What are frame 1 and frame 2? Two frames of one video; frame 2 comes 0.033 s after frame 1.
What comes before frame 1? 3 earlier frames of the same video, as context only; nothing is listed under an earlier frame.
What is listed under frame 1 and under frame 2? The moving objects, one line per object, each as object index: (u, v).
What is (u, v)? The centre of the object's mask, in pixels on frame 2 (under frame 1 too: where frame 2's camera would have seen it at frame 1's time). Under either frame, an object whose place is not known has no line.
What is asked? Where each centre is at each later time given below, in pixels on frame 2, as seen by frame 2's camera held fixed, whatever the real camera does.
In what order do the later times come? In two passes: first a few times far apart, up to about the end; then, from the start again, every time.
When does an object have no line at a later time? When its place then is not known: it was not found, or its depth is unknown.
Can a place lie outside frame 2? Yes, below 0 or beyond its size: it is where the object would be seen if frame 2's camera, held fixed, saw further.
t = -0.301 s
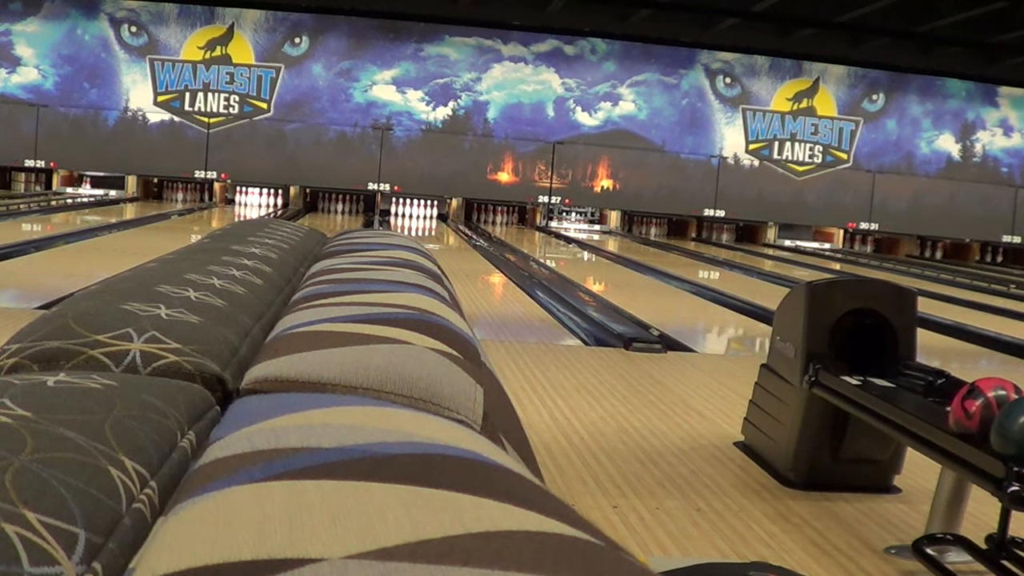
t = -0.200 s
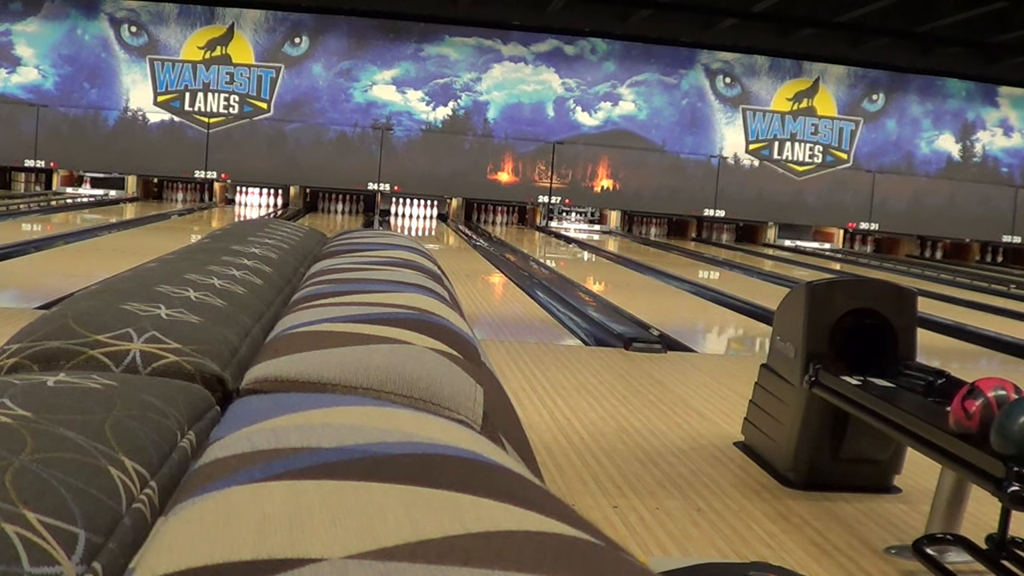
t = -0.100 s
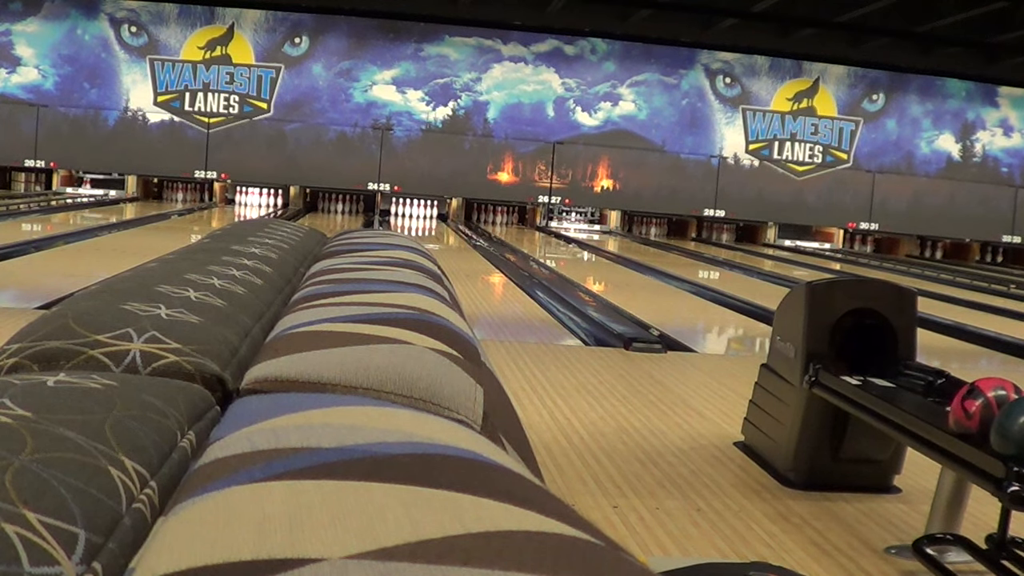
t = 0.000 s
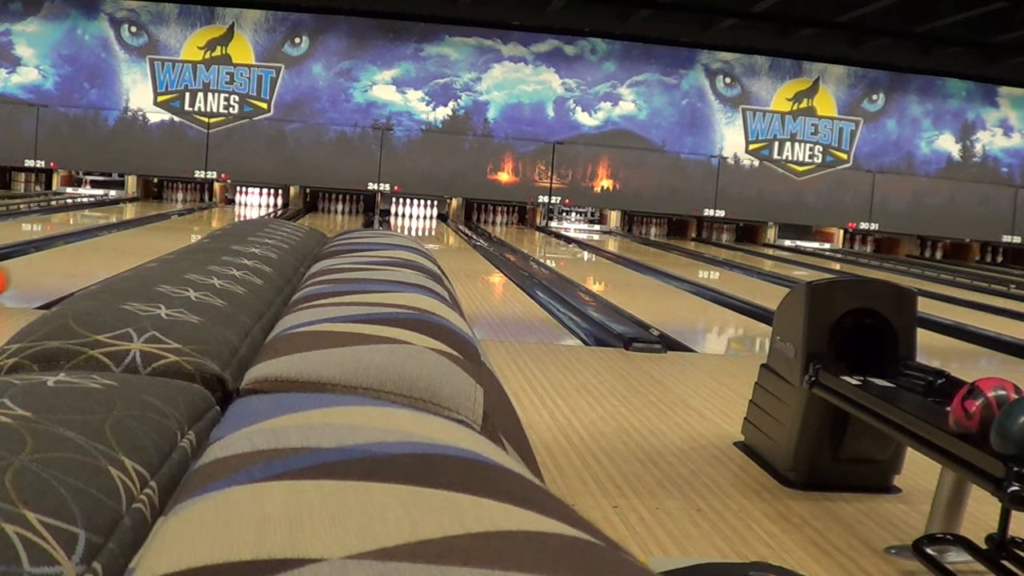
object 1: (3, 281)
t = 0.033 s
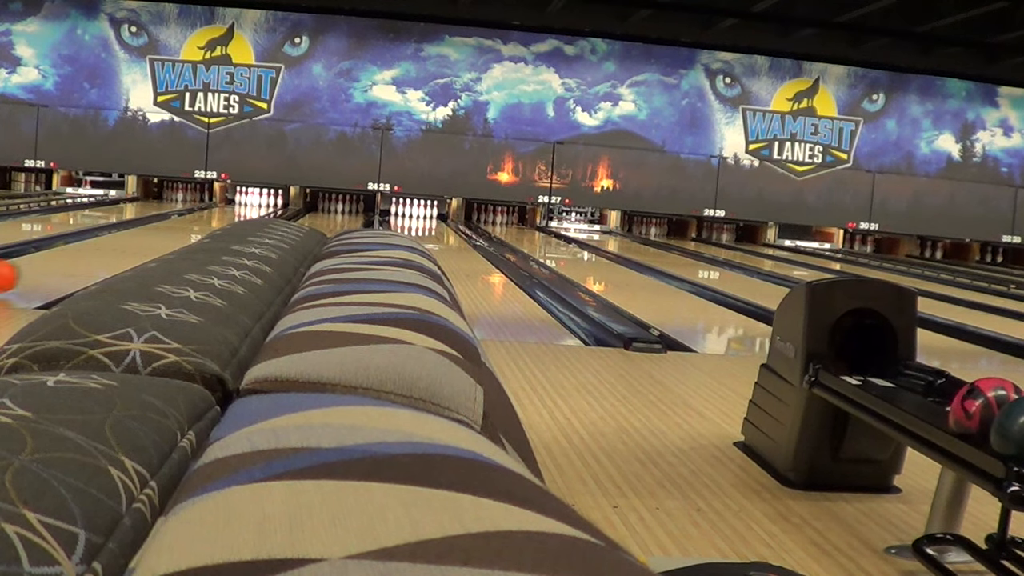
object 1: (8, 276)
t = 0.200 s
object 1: (48, 265)
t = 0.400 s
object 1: (91, 252)
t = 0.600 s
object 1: (124, 242)
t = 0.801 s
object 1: (150, 234)
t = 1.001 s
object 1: (170, 228)
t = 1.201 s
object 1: (187, 223)
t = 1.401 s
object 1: (201, 218)
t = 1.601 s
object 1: (213, 214)
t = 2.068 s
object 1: (235, 208)
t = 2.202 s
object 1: (240, 207)
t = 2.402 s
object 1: (246, 205)
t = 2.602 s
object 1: (250, 204)
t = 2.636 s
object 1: (252, 203)
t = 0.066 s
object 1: (12, 273)
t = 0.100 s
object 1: (20, 272)
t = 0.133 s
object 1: (30, 270)
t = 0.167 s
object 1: (39, 267)
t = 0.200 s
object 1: (48, 265)
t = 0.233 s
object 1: (55, 262)
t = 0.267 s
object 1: (64, 260)
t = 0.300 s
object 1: (70, 257)
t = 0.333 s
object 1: (78, 255)
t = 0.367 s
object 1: (84, 254)
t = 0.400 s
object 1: (91, 252)
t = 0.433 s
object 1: (96, 250)
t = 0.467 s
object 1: (103, 248)
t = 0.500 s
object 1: (108, 247)
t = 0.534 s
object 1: (114, 245)
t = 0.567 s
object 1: (119, 243)
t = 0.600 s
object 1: (124, 242)
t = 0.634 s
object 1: (128, 241)
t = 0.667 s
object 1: (132, 239)
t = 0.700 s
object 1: (137, 237)
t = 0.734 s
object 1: (141, 236)
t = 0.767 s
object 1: (145, 236)
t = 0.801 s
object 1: (150, 234)
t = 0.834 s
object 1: (153, 233)
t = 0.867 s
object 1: (157, 232)
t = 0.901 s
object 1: (161, 231)
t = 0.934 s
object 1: (164, 230)
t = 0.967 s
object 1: (167, 229)
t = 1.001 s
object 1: (170, 228)
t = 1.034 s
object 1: (174, 227)
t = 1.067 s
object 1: (176, 226)
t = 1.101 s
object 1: (179, 225)
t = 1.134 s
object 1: (182, 224)
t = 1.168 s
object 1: (184, 224)
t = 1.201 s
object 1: (187, 223)
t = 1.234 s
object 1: (190, 222)
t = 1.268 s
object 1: (192, 221)
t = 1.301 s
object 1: (195, 220)
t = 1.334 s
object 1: (196, 220)
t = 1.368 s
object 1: (200, 219)
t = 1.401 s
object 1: (201, 218)
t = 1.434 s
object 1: (203, 218)
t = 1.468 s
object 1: (206, 217)
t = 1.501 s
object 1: (207, 217)
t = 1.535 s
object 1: (210, 216)
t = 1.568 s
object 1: (212, 215)
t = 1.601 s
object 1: (213, 214)
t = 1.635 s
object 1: (216, 214)
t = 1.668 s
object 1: (218, 214)
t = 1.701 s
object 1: (219, 213)
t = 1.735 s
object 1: (221, 213)
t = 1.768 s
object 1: (222, 212)
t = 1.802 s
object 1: (224, 212)
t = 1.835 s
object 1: (226, 212)
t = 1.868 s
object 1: (227, 211)
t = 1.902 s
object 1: (228, 210)
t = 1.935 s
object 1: (230, 210)
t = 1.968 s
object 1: (231, 209)
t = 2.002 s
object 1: (232, 209)
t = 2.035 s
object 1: (234, 209)
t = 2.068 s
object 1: (235, 208)
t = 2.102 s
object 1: (236, 208)
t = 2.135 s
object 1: (237, 208)
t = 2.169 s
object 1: (238, 207)
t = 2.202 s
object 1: (240, 207)
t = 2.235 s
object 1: (241, 207)
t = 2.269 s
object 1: (242, 206)
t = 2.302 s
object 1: (243, 206)
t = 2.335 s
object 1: (244, 205)
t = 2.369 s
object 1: (245, 205)
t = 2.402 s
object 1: (246, 205)
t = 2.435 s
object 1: (246, 205)
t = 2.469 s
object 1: (247, 205)
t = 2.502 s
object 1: (248, 205)
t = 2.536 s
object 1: (249, 204)
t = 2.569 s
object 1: (249, 204)
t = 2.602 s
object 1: (250, 204)
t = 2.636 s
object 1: (252, 203)
